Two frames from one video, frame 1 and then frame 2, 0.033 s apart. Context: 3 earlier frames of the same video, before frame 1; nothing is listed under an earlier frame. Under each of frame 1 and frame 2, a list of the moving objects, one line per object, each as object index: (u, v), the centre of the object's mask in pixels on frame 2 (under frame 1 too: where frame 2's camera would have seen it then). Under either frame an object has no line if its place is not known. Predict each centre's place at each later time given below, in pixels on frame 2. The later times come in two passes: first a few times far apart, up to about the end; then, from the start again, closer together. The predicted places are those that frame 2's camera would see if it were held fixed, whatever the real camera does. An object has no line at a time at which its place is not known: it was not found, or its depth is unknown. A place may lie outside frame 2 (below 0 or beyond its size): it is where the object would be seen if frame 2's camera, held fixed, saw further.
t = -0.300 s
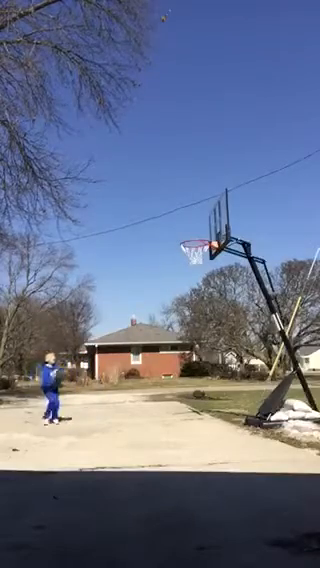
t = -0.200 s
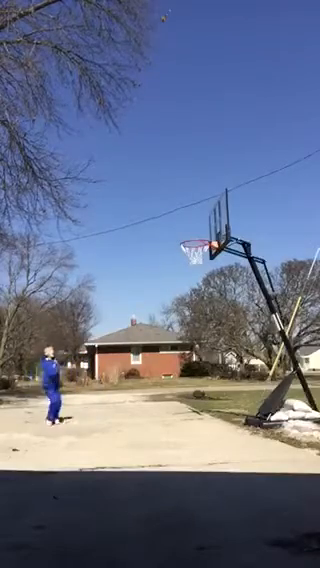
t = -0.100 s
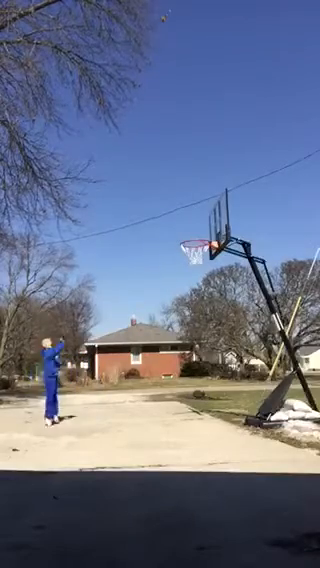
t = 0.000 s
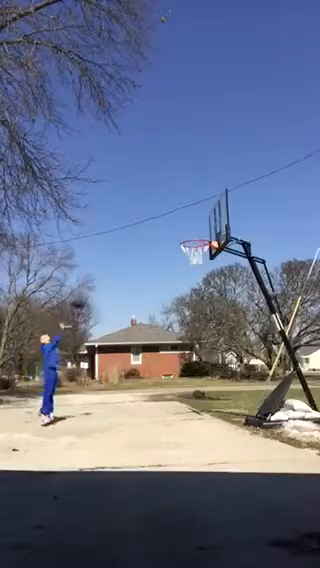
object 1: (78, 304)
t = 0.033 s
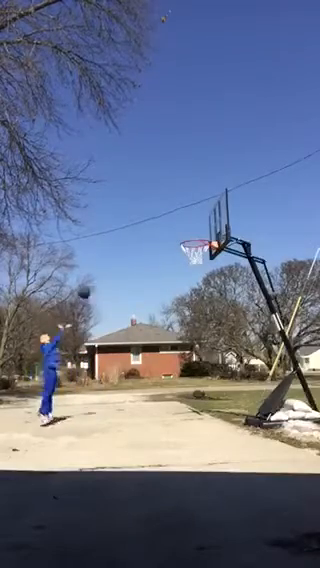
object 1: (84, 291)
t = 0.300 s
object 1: (126, 235)
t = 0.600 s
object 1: (177, 214)
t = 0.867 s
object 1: (200, 232)
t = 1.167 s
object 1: (202, 244)
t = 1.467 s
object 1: (188, 262)
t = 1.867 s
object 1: (199, 342)
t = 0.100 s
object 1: (94, 274)
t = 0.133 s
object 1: (99, 267)
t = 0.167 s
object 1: (104, 259)
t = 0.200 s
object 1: (110, 252)
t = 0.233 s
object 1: (115, 246)
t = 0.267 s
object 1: (120, 240)
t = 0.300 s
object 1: (126, 235)
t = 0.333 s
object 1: (131, 231)
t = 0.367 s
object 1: (137, 226)
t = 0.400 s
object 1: (143, 223)
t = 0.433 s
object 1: (148, 220)
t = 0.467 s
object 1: (154, 218)
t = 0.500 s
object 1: (160, 216)
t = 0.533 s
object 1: (166, 214)
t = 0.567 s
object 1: (172, 214)
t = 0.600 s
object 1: (177, 214)
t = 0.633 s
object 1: (183, 214)
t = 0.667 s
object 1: (190, 215)
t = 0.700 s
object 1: (196, 216)
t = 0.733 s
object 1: (202, 219)
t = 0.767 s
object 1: (208, 222)
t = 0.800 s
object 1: (208, 225)
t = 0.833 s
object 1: (203, 229)
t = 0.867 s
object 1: (200, 232)
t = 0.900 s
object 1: (196, 237)
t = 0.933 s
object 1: (191, 240)
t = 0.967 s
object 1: (187, 243)
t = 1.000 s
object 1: (188, 244)
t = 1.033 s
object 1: (190, 245)
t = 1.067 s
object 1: (194, 244)
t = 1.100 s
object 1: (198, 244)
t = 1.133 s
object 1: (200, 244)
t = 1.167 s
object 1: (202, 244)
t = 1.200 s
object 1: (197, 245)
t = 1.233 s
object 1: (195, 246)
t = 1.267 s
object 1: (192, 248)
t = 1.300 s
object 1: (190, 249)
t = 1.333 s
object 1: (189, 250)
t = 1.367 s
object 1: (188, 254)
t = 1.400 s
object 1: (188, 257)
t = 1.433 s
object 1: (188, 259)
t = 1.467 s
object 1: (188, 262)
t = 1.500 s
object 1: (189, 265)
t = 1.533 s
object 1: (190, 269)
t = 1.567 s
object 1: (191, 273)
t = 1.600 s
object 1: (191, 278)
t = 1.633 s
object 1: (192, 284)
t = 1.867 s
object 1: (199, 342)
